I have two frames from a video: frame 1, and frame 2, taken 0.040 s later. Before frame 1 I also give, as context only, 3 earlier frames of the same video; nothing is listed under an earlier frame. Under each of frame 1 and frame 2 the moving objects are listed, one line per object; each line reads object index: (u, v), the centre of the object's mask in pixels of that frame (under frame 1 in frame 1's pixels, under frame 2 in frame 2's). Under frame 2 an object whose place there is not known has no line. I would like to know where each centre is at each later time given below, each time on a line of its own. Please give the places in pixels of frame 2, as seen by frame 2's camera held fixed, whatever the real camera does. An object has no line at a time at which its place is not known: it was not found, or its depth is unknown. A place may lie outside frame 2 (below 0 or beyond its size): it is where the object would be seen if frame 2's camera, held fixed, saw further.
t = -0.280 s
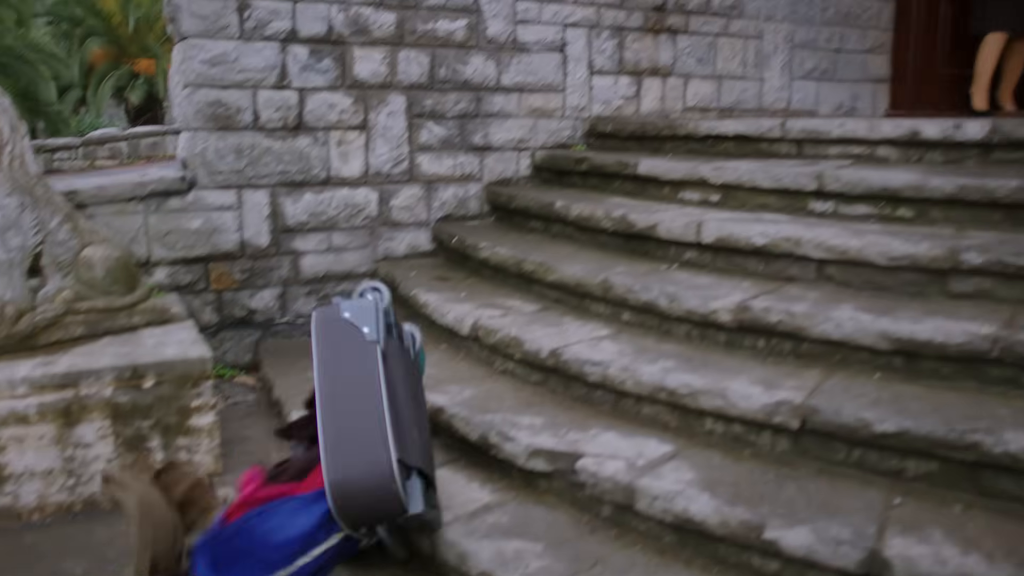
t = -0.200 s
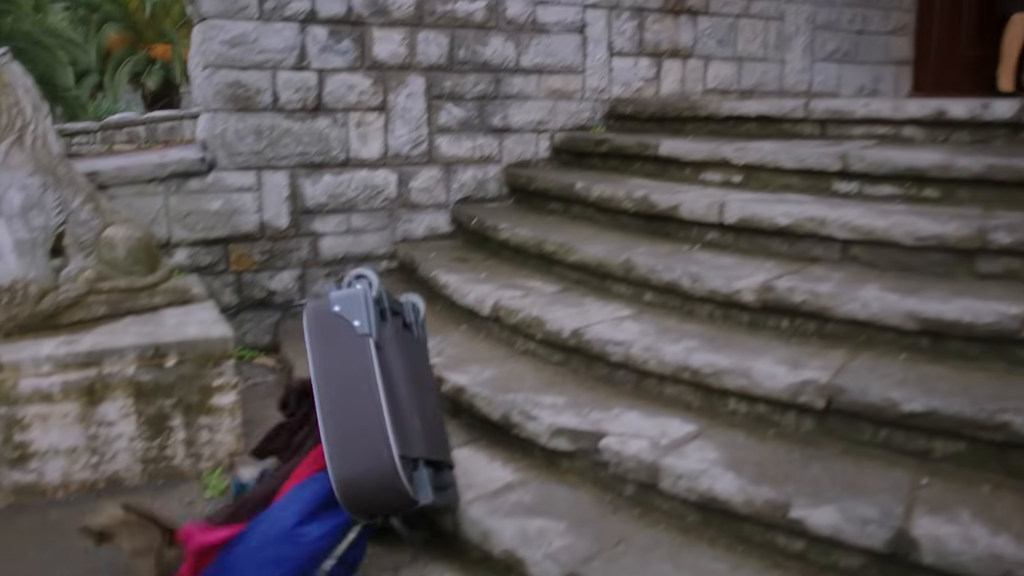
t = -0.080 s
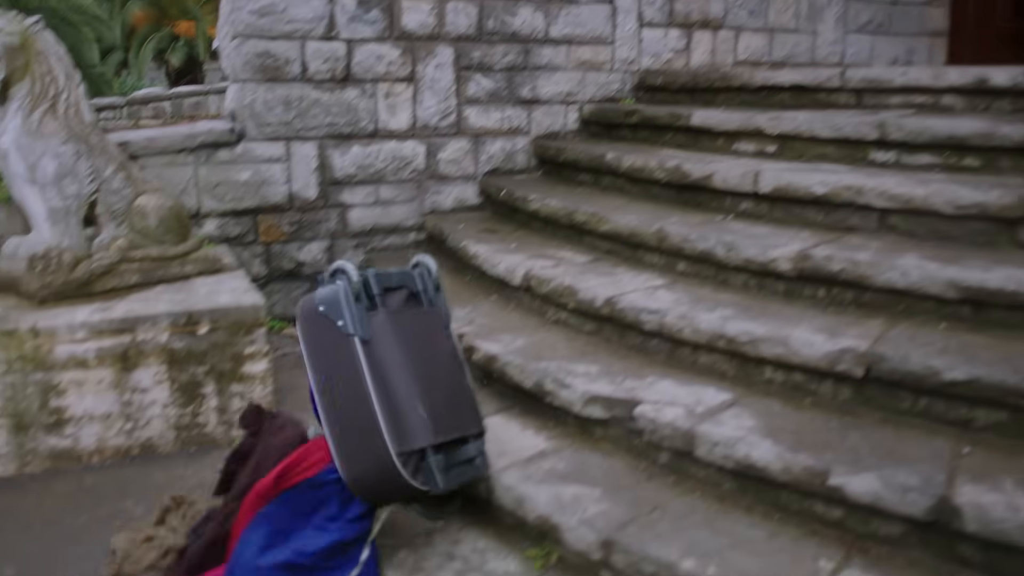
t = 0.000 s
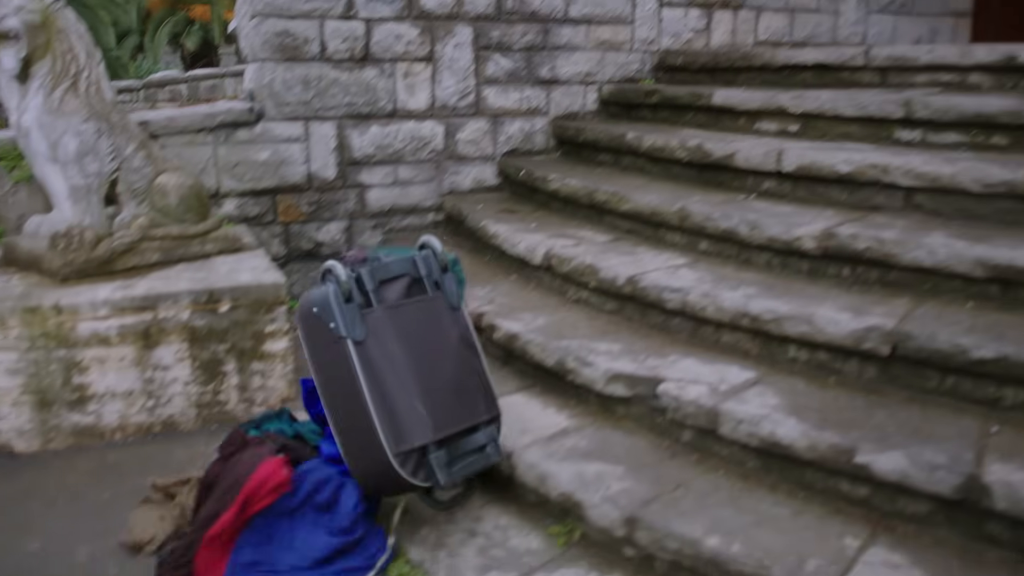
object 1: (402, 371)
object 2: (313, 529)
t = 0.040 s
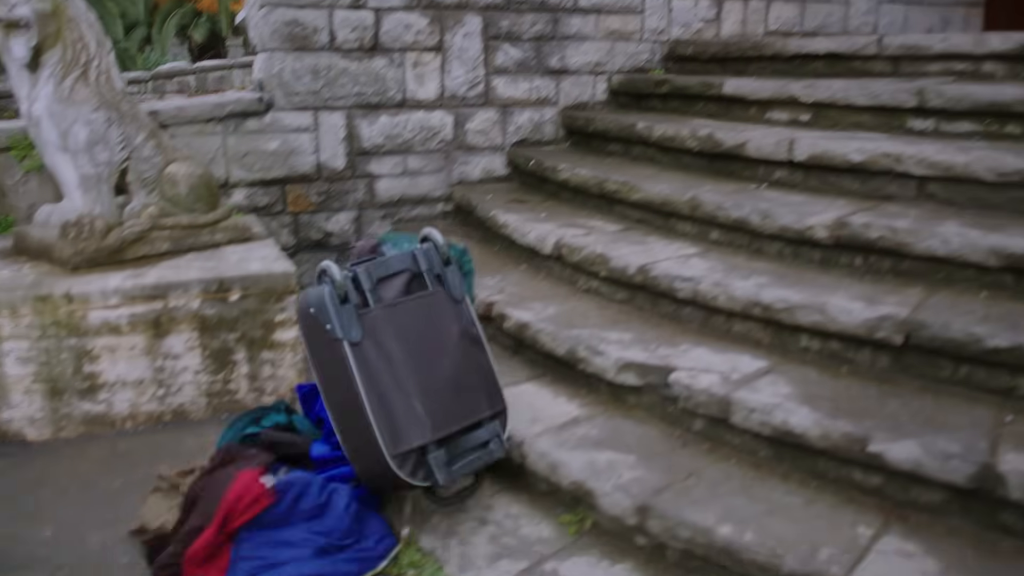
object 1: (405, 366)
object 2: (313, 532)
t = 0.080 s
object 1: (397, 375)
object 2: (304, 545)
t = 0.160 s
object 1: (383, 395)
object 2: (288, 560)
